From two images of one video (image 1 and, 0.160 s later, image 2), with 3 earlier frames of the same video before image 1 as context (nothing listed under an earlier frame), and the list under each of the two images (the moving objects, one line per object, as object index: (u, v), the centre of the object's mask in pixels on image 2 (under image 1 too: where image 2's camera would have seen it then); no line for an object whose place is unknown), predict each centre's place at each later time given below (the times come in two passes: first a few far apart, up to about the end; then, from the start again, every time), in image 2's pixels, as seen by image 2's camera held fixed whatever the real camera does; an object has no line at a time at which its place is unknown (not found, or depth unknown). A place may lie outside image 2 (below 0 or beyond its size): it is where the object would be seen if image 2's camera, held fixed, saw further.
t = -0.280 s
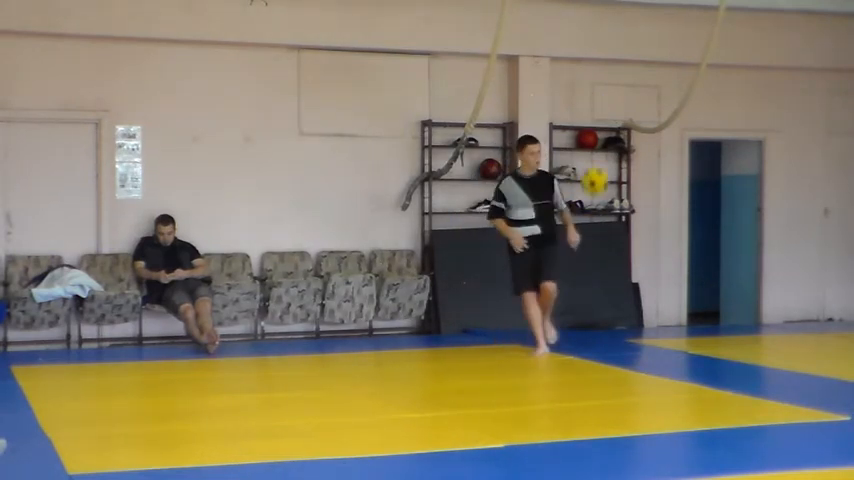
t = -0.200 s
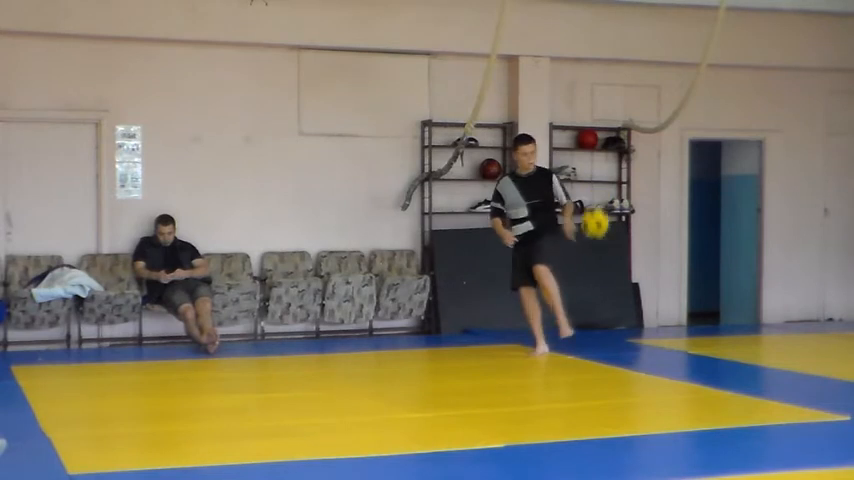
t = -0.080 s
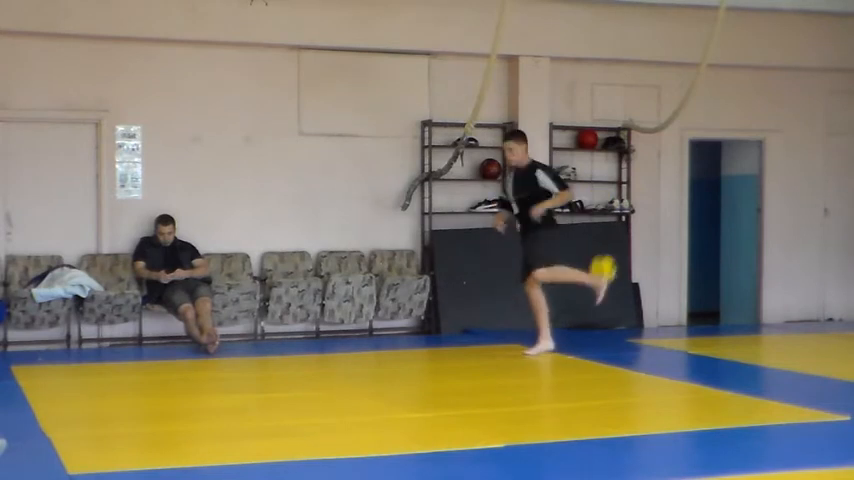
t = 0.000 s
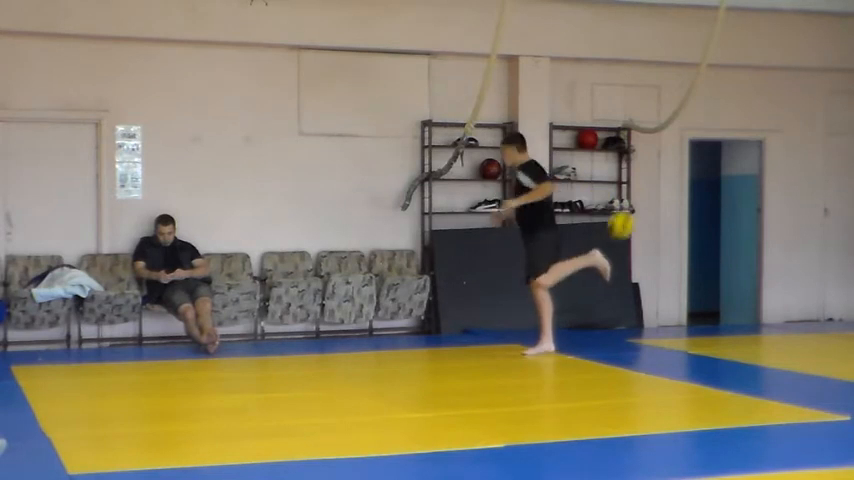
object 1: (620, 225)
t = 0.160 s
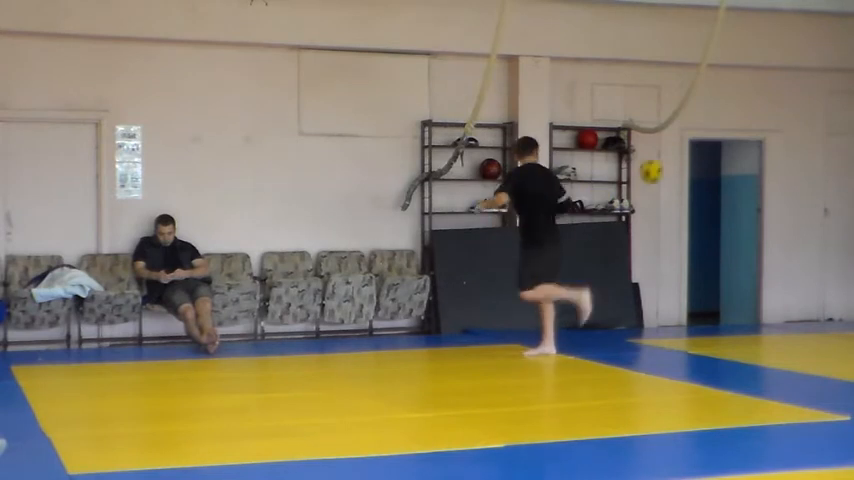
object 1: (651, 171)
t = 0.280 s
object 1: (669, 155)
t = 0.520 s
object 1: (709, 169)
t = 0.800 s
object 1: (787, 220)
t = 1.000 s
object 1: (845, 290)
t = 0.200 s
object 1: (658, 164)
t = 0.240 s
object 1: (664, 158)
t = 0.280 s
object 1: (669, 155)
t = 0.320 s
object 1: (675, 154)
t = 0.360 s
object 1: (681, 155)
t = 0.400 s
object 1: (686, 158)
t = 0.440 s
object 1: (690, 162)
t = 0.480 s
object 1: (697, 166)
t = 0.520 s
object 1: (709, 169)
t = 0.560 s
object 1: (720, 174)
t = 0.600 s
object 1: (732, 180)
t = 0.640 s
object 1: (744, 186)
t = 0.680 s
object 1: (756, 195)
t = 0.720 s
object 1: (767, 203)
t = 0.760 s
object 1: (776, 211)
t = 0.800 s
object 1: (787, 220)
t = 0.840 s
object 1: (799, 231)
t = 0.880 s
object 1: (811, 243)
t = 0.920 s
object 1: (822, 257)
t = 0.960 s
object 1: (834, 274)
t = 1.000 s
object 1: (845, 290)
